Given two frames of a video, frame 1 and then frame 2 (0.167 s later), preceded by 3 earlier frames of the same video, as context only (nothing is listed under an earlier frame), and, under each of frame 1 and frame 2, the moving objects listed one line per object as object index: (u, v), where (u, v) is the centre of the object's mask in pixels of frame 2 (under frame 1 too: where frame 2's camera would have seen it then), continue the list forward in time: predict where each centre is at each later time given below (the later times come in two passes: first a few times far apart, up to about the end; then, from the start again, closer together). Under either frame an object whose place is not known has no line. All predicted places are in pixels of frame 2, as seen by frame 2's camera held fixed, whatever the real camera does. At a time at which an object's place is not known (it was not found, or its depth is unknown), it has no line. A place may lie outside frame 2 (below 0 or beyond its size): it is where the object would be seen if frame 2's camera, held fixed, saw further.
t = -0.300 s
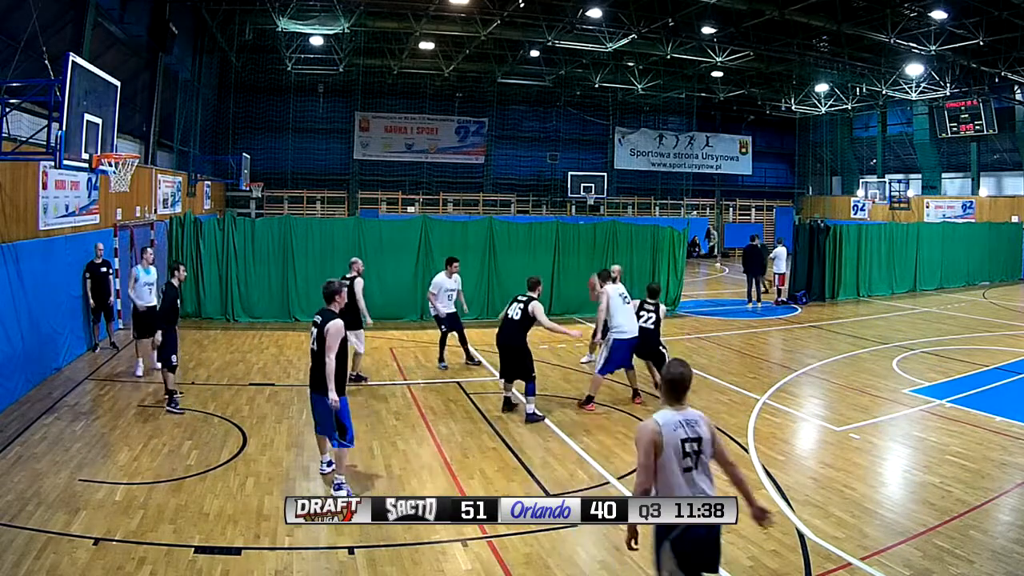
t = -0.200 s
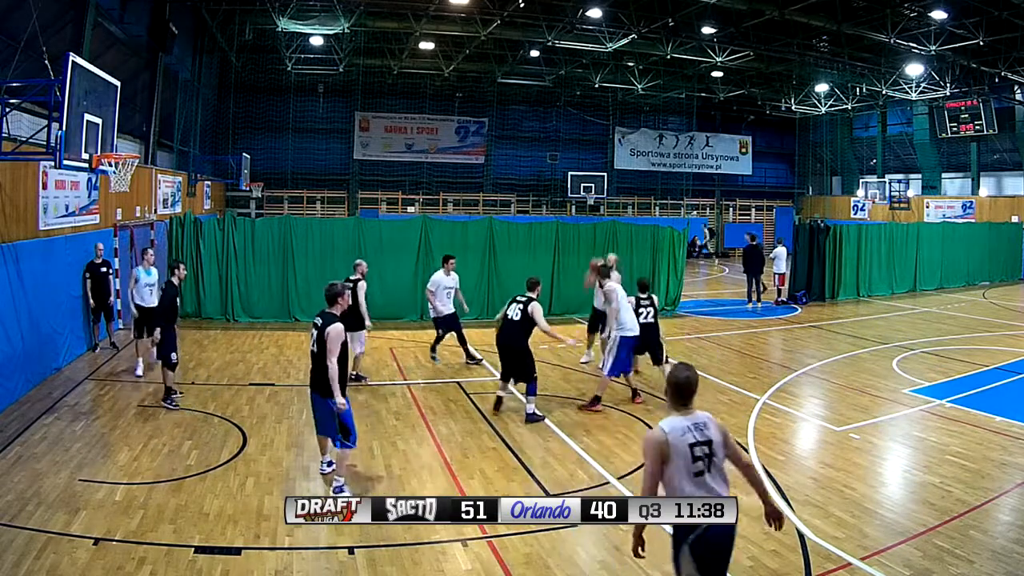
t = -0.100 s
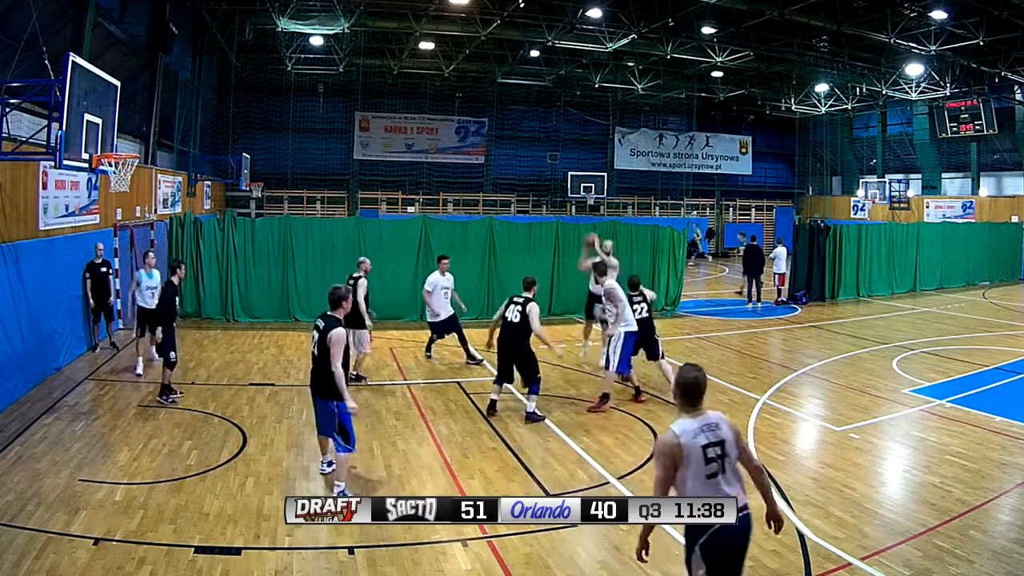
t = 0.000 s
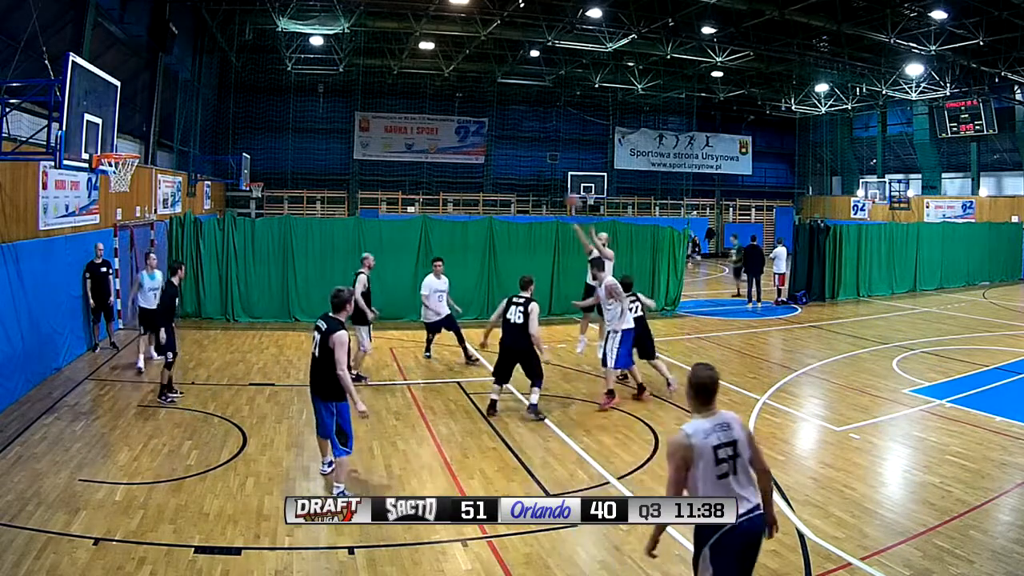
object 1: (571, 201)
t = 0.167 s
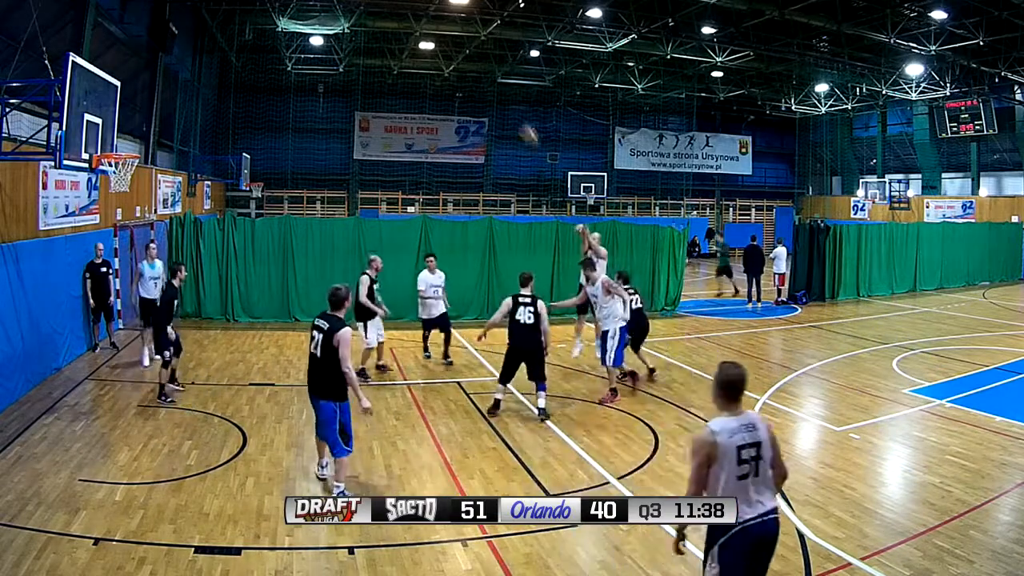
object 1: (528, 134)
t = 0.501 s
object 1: (429, 39)
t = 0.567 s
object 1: (408, 31)
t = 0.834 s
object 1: (308, 19)
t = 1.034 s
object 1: (222, 54)
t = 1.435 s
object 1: (127, 169)
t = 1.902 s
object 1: (70, 366)
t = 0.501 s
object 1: (429, 39)
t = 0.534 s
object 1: (416, 32)
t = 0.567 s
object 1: (408, 31)
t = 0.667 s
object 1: (372, 19)
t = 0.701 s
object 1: (360, 16)
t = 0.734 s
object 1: (347, 15)
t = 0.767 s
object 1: (335, 17)
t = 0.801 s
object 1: (321, 17)
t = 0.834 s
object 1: (308, 19)
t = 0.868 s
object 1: (295, 22)
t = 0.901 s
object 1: (278, 26)
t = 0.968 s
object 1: (253, 38)
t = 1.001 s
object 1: (238, 45)
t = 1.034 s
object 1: (222, 54)
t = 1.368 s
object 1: (123, 164)
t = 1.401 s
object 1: (130, 166)
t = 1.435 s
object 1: (127, 169)
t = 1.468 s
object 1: (125, 177)
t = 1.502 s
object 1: (120, 173)
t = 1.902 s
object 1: (70, 366)
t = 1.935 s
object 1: (70, 388)
